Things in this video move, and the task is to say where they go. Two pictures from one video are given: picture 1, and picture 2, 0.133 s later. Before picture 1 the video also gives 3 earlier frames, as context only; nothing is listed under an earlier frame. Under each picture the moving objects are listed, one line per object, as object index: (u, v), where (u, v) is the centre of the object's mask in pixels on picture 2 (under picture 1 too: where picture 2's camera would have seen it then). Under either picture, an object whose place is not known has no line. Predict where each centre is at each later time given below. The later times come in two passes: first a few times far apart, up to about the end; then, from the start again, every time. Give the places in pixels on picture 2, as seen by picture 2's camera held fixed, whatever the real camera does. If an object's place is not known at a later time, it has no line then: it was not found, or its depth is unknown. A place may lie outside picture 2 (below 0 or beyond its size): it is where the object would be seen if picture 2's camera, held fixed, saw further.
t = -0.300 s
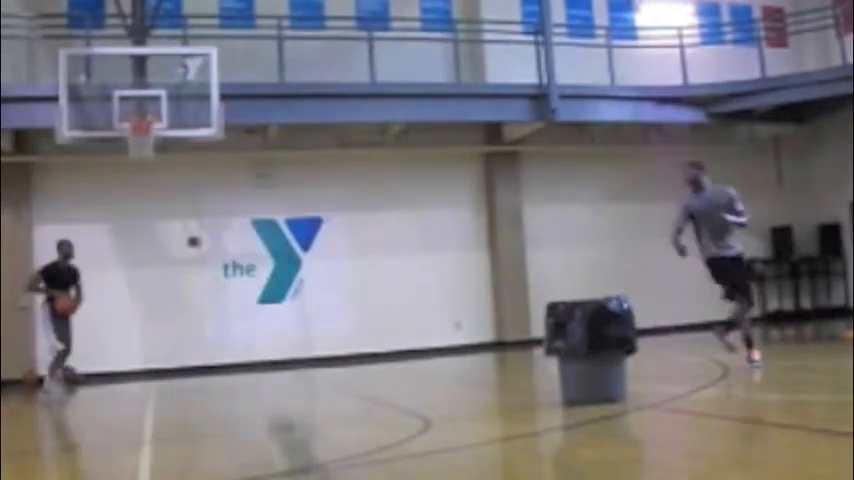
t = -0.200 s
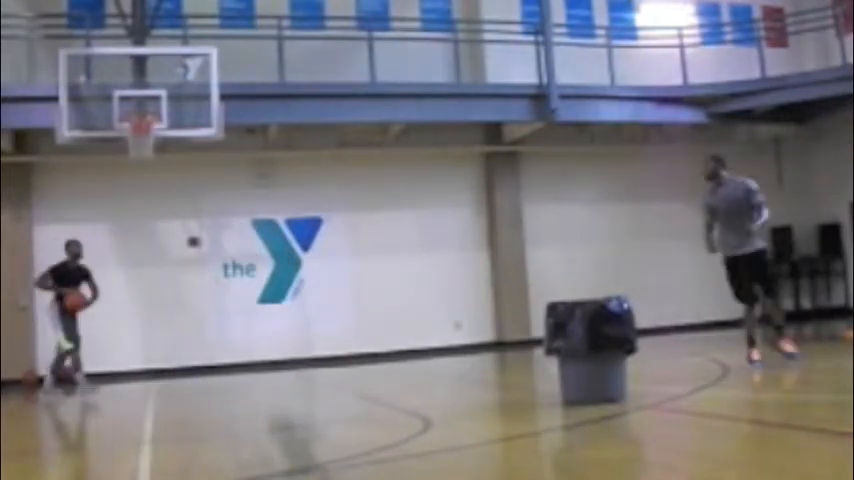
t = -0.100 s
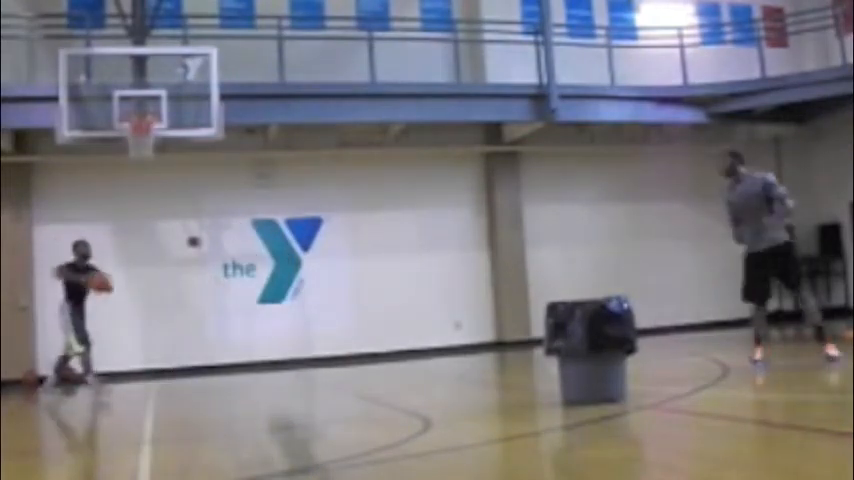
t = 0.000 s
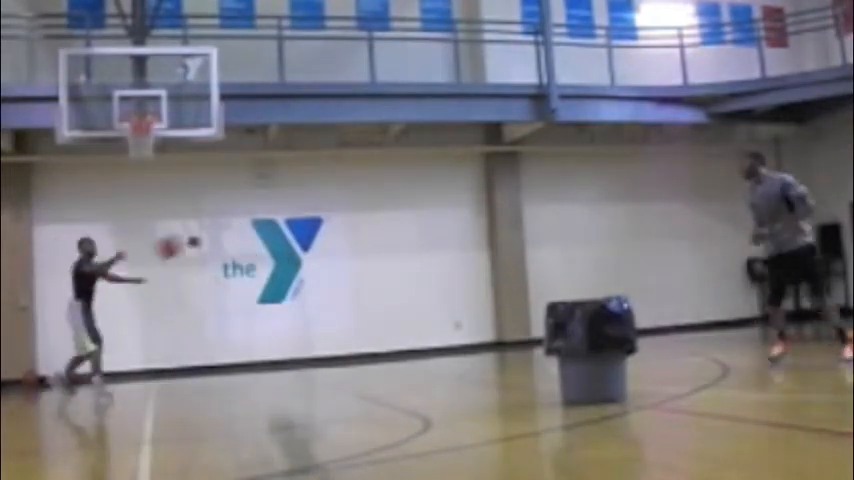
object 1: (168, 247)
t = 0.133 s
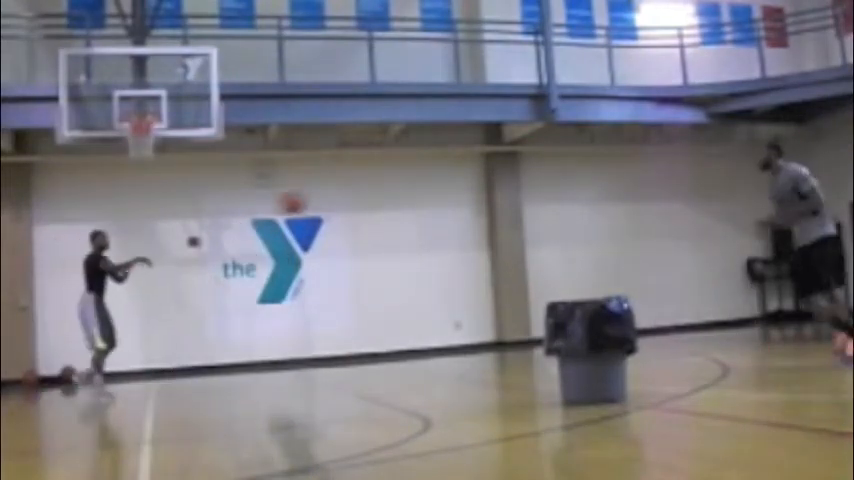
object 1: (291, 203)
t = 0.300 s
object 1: (474, 166)
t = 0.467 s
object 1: (679, 155)
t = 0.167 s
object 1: (325, 195)
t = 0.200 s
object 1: (360, 187)
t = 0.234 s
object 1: (398, 181)
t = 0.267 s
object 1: (436, 172)
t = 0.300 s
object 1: (474, 166)
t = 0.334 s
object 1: (513, 161)
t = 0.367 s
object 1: (554, 157)
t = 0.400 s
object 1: (598, 155)
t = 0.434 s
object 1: (640, 155)
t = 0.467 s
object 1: (679, 155)
